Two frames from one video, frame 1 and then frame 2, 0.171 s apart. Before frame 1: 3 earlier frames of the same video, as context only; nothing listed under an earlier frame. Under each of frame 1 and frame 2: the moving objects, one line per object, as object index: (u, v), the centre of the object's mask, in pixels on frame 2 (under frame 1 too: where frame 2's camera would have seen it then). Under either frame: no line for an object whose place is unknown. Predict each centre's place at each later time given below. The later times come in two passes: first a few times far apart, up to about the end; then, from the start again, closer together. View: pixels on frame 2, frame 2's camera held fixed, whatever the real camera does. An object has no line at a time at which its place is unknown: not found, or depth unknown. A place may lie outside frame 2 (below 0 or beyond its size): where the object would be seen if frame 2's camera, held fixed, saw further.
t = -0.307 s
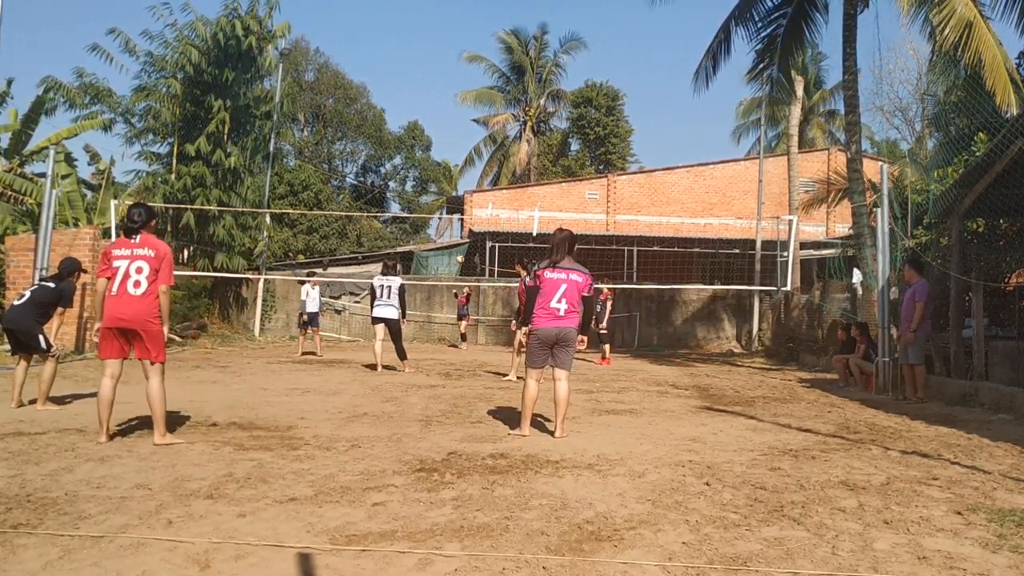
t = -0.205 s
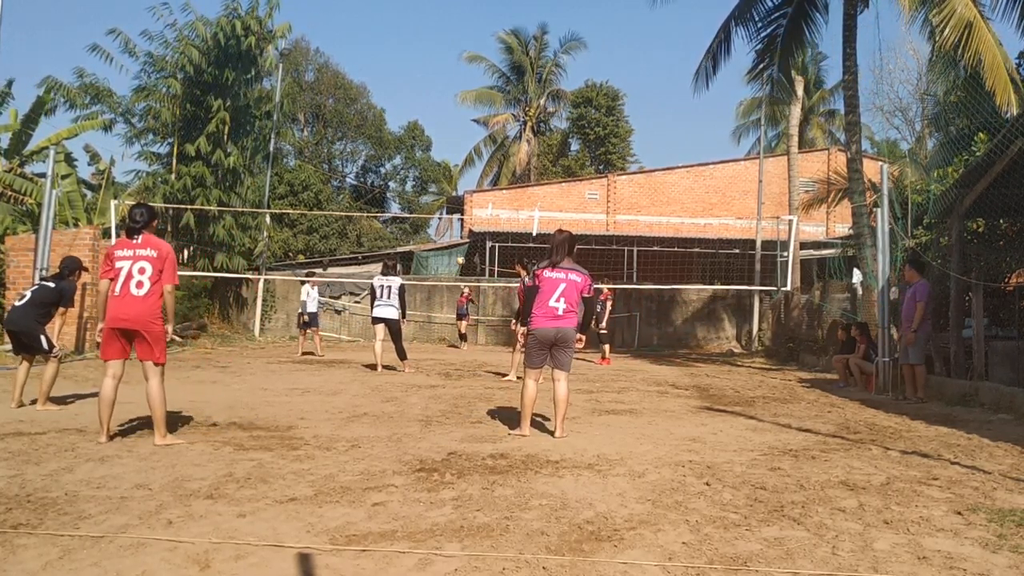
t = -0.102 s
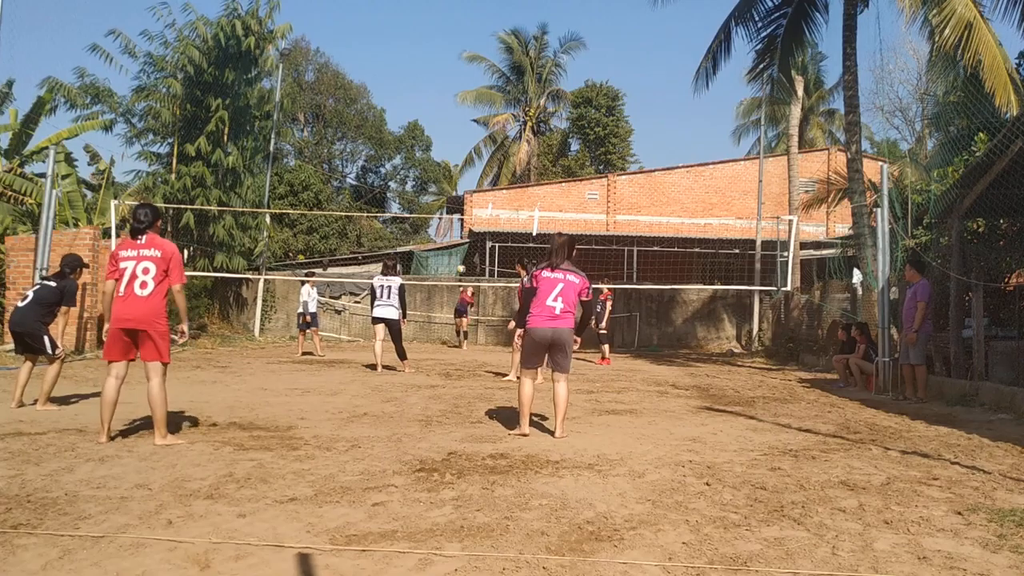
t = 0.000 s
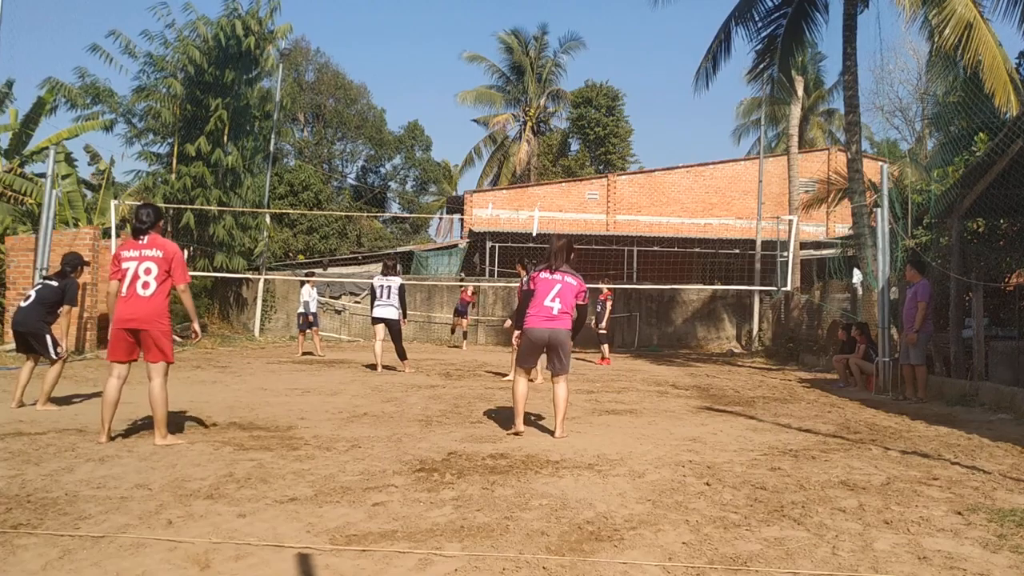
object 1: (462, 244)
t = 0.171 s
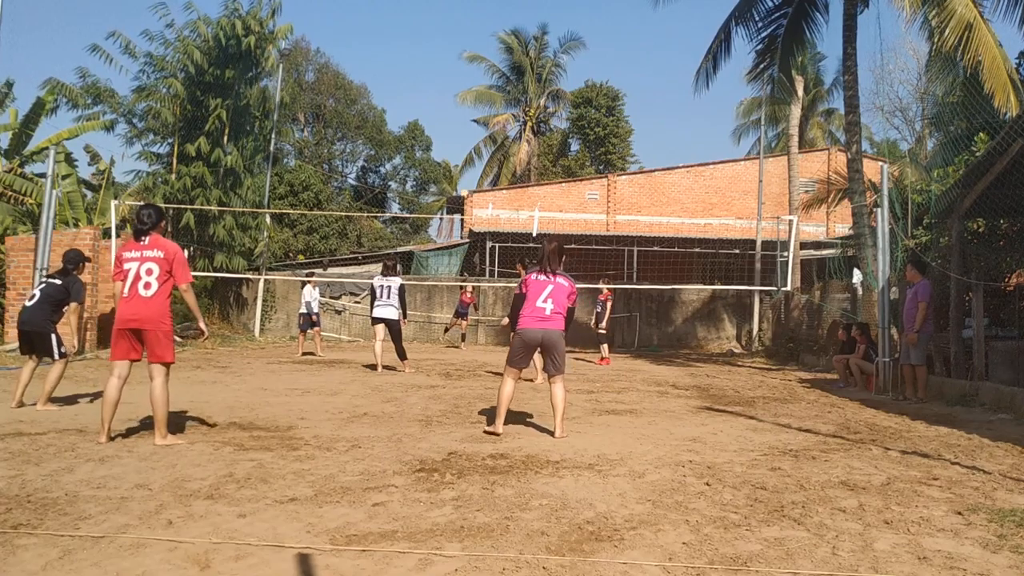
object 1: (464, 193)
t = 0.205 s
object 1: (464, 184)
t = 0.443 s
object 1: (467, 119)
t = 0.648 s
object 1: (469, 72)
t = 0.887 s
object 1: (469, 33)
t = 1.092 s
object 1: (462, 24)
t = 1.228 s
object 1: (452, 39)
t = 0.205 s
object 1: (464, 184)
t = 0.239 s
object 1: (465, 175)
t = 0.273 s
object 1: (465, 165)
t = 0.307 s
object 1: (466, 156)
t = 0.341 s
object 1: (466, 147)
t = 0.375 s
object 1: (467, 137)
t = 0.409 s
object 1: (467, 128)
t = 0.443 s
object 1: (467, 119)
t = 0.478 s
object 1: (468, 111)
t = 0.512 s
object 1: (468, 102)
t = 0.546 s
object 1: (467, 94)
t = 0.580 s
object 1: (469, 86)
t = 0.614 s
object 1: (469, 79)
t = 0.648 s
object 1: (469, 72)
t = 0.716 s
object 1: (469, 59)
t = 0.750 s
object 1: (469, 53)
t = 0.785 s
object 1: (469, 47)
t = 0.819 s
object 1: (469, 42)
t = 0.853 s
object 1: (469, 38)
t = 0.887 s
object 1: (469, 33)
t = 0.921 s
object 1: (468, 30)
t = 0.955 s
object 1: (468, 27)
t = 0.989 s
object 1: (466, 25)
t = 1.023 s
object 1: (465, 23)
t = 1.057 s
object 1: (463, 23)
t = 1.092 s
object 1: (462, 24)
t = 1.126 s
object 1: (460, 26)
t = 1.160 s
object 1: (458, 29)
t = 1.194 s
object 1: (455, 33)
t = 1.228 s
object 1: (452, 39)
